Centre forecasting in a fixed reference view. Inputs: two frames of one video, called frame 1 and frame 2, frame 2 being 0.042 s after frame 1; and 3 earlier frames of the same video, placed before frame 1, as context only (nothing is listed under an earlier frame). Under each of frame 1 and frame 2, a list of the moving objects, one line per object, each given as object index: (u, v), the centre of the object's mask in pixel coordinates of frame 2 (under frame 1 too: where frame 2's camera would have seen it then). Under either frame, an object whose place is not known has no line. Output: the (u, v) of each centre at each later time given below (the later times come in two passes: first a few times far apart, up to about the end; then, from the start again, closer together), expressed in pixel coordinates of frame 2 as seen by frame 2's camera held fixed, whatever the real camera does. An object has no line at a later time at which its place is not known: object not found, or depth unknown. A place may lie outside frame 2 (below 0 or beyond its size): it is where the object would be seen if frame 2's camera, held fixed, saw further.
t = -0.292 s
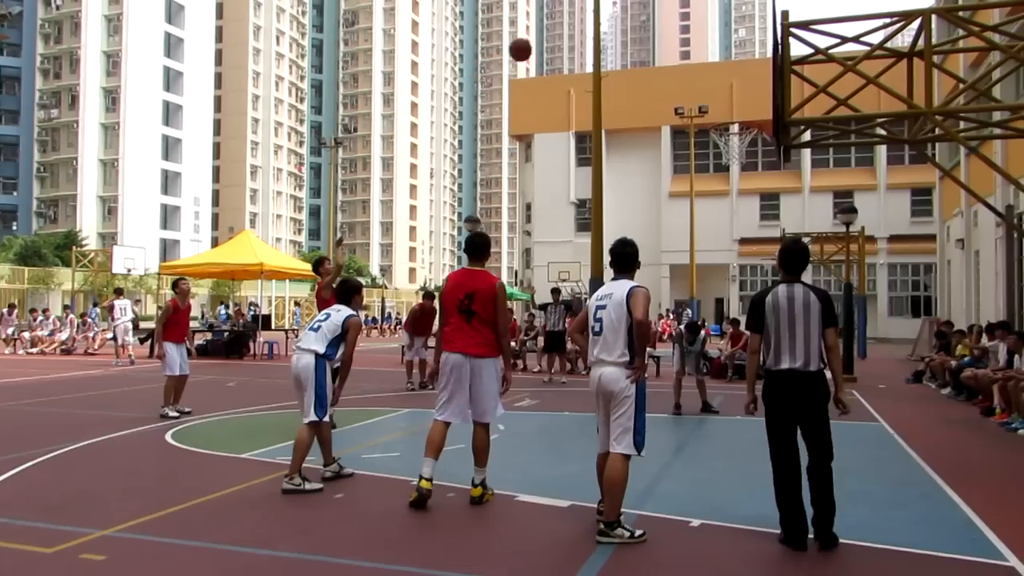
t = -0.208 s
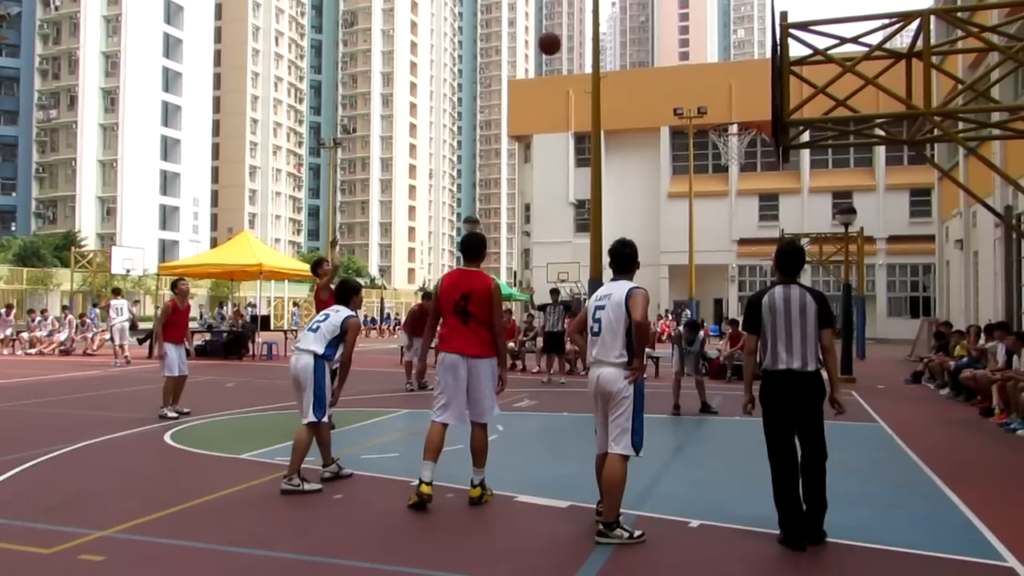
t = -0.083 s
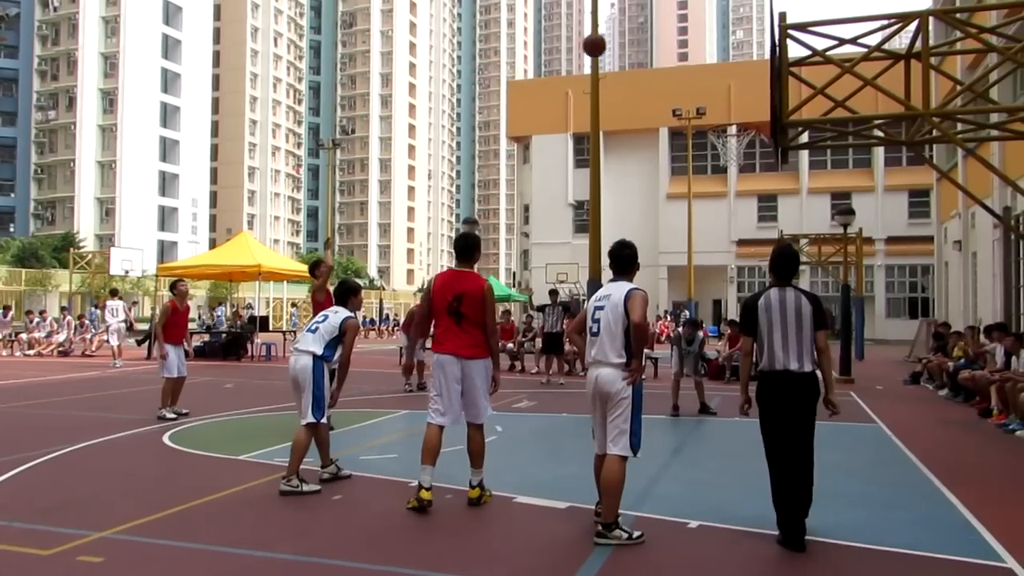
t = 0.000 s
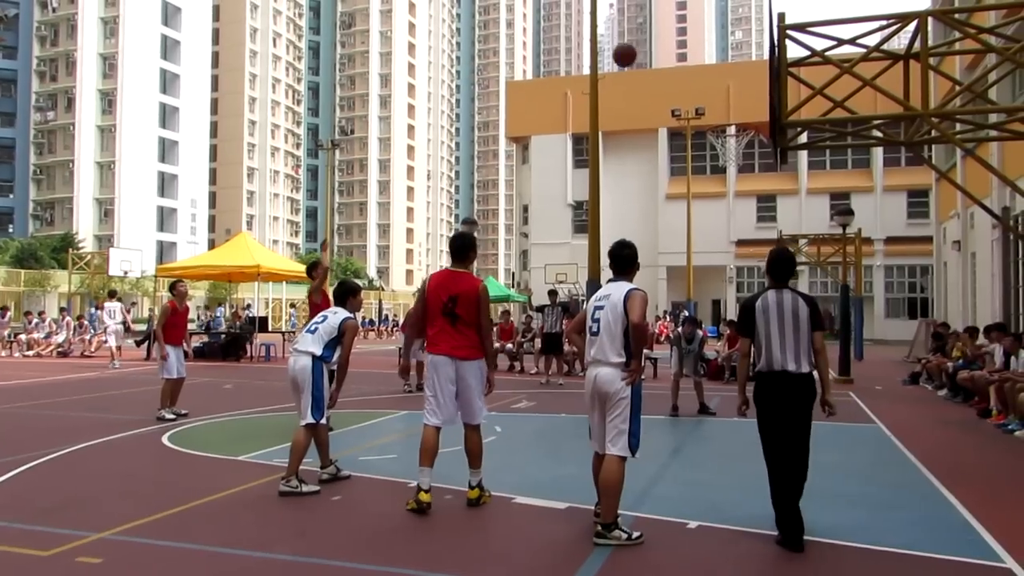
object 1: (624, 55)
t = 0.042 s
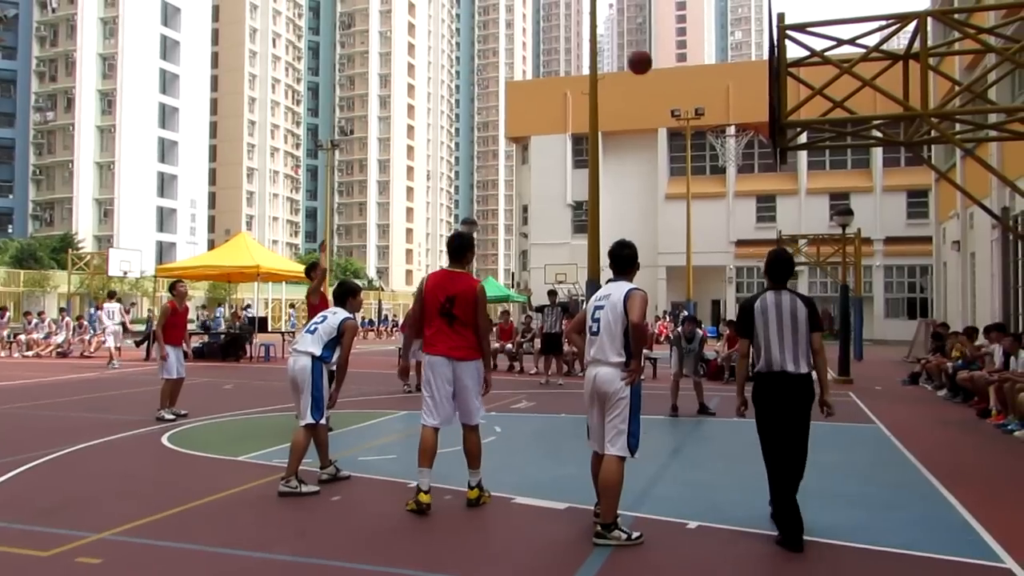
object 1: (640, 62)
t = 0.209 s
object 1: (705, 109)
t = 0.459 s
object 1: (755, 164)
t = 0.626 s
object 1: (766, 208)
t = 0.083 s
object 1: (656, 71)
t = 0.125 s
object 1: (672, 82)
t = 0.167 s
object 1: (688, 95)
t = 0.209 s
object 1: (705, 109)
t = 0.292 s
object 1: (740, 141)
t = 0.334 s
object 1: (747, 156)
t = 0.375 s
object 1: (750, 154)
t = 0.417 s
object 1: (752, 158)
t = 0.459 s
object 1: (755, 164)
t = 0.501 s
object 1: (758, 172)
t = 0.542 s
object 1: (760, 182)
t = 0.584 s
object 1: (763, 193)
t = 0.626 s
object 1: (766, 208)
